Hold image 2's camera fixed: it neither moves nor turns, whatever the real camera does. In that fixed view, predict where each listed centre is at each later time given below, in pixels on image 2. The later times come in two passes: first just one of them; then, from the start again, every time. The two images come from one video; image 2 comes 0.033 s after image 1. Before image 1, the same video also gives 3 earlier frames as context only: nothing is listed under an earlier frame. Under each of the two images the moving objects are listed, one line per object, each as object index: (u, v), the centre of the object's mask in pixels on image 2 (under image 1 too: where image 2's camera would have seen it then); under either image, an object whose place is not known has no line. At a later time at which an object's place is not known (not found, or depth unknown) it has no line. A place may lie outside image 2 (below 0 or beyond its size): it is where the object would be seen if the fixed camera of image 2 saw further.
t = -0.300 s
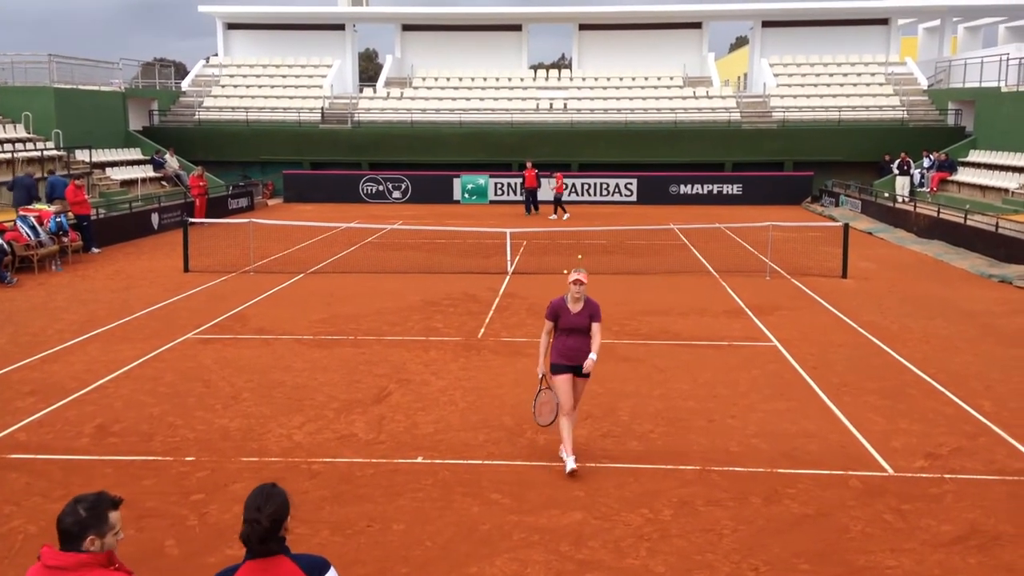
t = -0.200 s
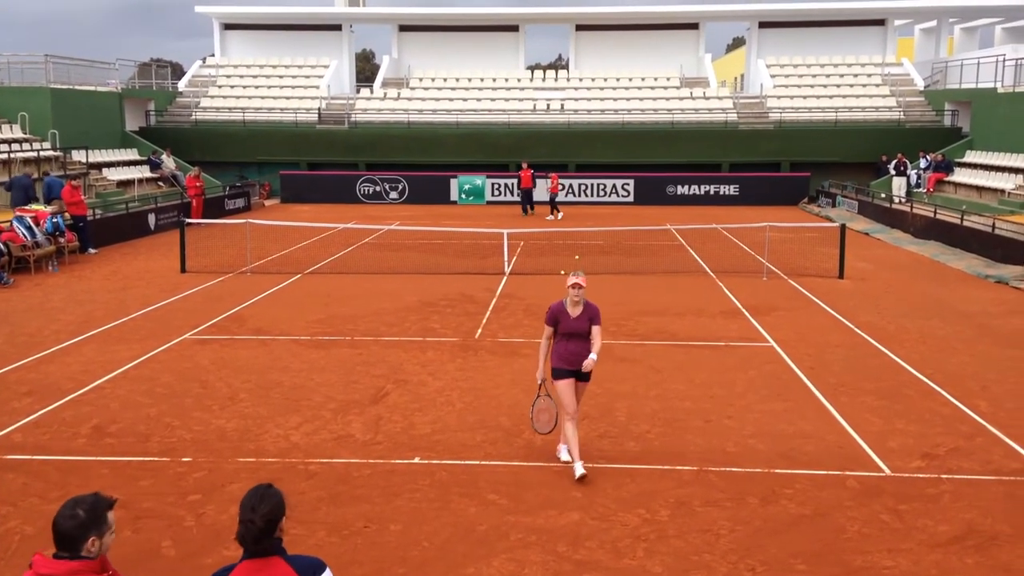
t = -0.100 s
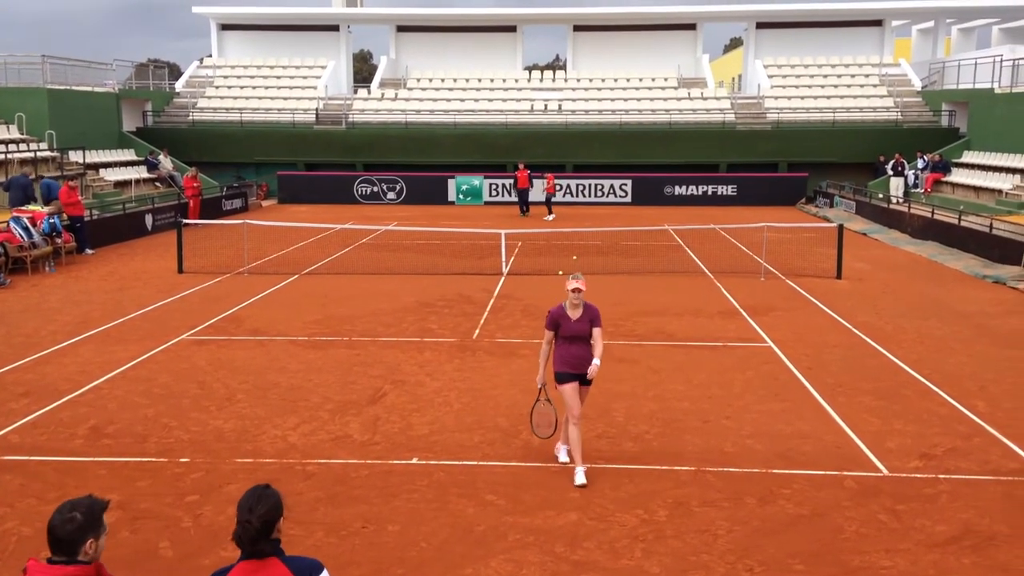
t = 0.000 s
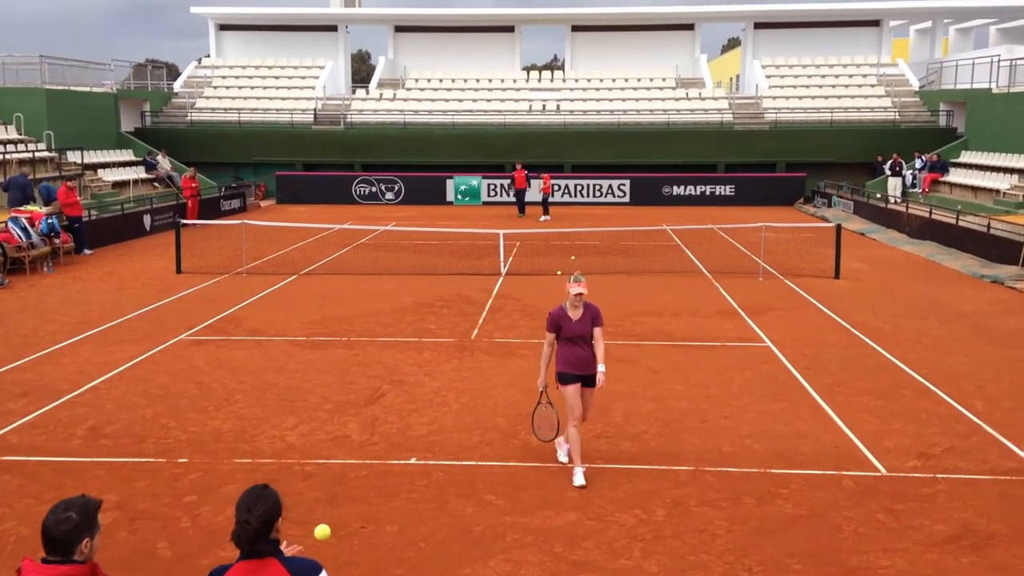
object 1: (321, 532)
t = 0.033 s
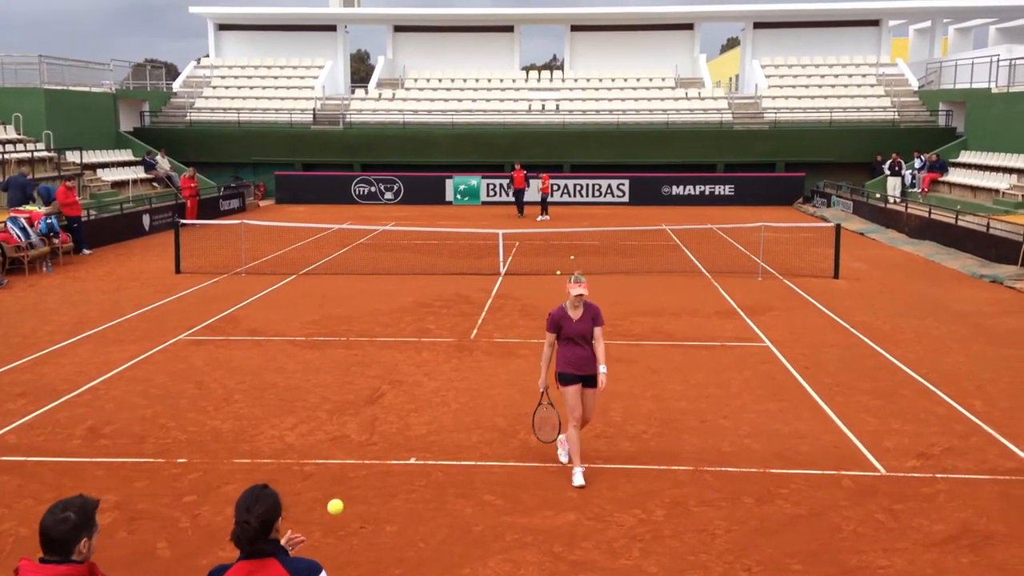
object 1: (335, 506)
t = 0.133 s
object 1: (373, 449)
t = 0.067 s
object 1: (348, 484)
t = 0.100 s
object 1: (361, 465)
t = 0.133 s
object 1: (373, 449)
